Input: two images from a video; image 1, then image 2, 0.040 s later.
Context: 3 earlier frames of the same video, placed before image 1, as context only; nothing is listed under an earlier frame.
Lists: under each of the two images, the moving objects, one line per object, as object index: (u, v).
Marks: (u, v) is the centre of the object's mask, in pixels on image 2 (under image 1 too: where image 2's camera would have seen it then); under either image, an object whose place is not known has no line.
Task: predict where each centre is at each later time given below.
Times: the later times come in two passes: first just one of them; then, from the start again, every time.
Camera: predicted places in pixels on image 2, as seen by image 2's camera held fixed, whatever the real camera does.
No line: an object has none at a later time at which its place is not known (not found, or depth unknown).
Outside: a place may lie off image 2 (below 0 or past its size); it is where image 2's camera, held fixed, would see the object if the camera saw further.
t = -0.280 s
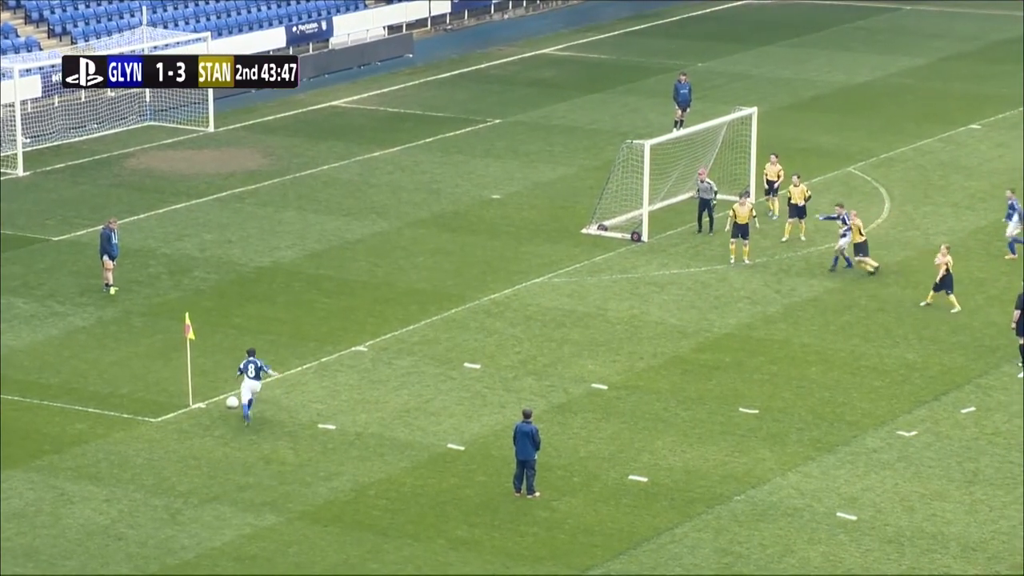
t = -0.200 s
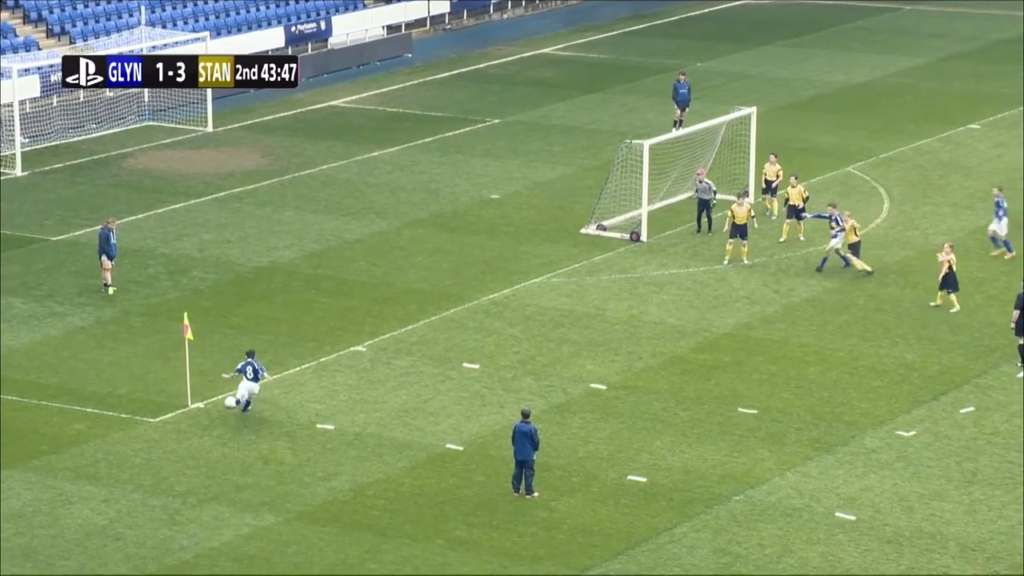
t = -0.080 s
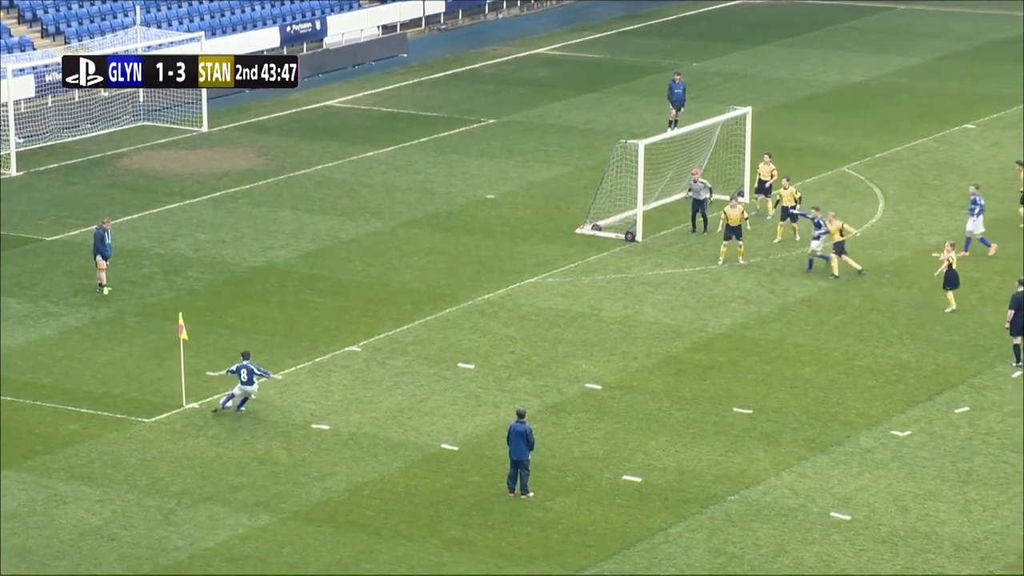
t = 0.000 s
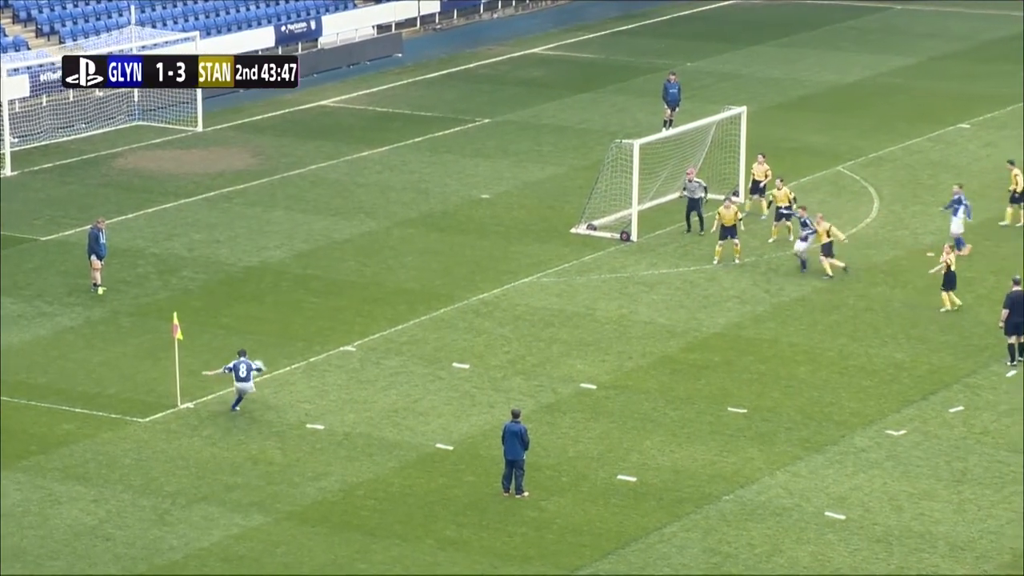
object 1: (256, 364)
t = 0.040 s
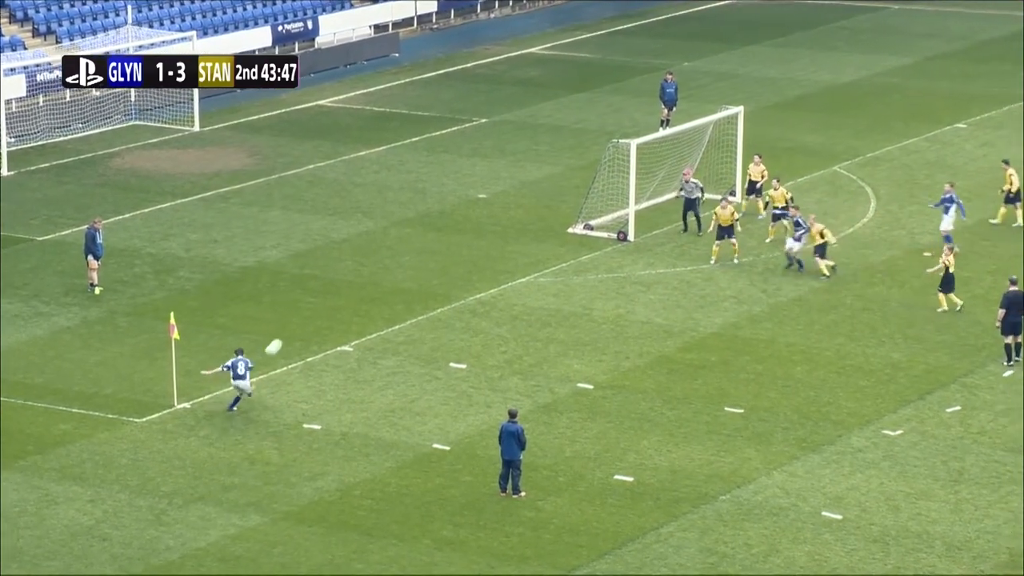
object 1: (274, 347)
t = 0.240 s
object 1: (380, 255)
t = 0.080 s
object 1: (296, 327)
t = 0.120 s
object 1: (318, 307)
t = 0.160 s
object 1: (339, 289)
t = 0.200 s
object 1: (360, 271)
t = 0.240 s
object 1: (380, 255)
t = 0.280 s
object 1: (400, 240)
